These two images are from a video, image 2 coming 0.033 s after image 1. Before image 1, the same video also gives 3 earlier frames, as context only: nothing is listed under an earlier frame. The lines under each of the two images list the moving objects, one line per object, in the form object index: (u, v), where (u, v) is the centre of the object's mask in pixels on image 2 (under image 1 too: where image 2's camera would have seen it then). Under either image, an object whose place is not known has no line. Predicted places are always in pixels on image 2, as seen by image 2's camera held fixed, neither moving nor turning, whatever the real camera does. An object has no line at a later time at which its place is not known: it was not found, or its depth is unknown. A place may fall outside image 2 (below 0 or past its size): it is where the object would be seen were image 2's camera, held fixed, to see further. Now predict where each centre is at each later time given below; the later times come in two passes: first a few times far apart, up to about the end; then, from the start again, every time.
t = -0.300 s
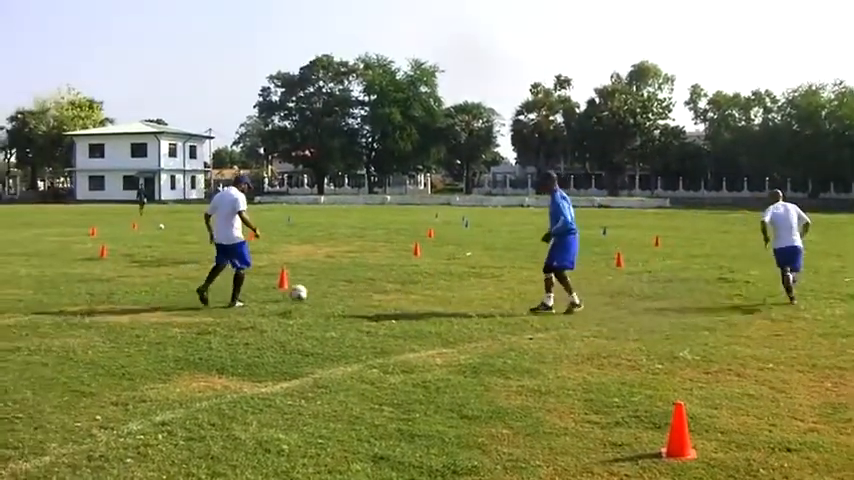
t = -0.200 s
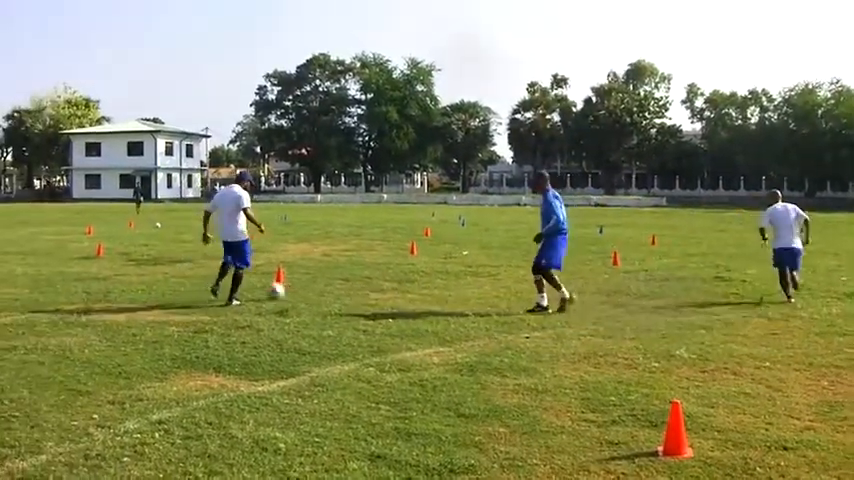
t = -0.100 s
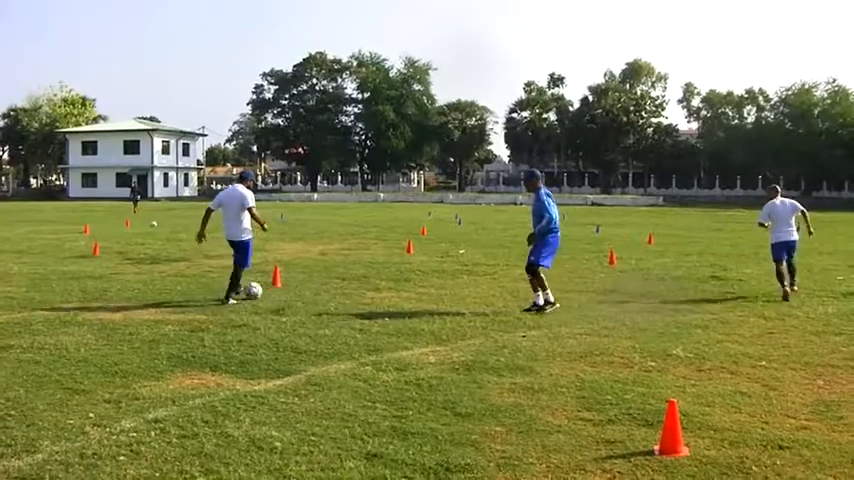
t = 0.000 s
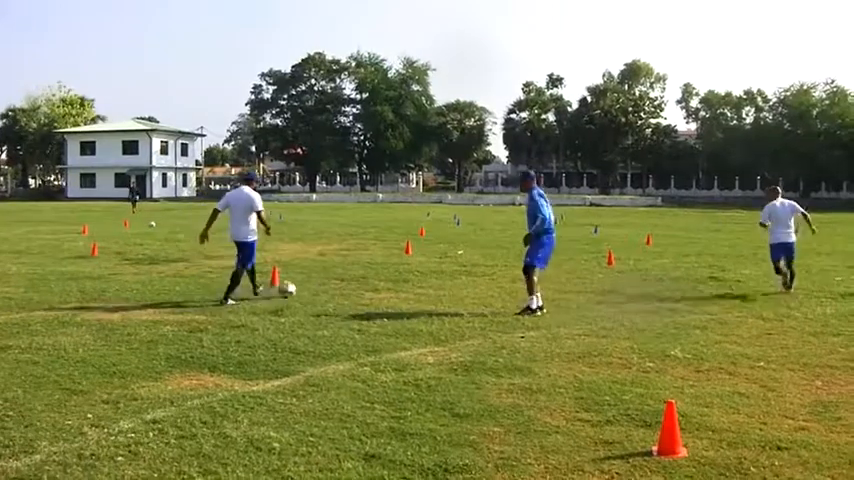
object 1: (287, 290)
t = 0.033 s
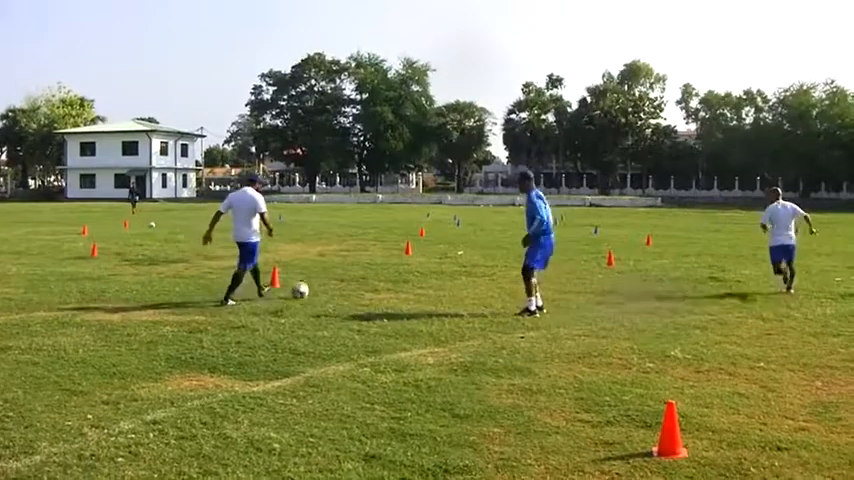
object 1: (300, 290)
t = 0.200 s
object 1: (357, 290)
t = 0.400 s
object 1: (408, 288)
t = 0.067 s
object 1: (313, 291)
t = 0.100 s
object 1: (324, 289)
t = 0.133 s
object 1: (334, 289)
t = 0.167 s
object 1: (346, 289)
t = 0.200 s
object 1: (357, 290)
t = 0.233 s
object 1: (366, 289)
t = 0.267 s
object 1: (375, 288)
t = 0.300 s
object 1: (384, 288)
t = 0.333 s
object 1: (393, 289)
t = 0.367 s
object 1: (401, 289)
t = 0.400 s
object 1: (408, 288)
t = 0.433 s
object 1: (415, 288)
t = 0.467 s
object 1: (422, 288)
